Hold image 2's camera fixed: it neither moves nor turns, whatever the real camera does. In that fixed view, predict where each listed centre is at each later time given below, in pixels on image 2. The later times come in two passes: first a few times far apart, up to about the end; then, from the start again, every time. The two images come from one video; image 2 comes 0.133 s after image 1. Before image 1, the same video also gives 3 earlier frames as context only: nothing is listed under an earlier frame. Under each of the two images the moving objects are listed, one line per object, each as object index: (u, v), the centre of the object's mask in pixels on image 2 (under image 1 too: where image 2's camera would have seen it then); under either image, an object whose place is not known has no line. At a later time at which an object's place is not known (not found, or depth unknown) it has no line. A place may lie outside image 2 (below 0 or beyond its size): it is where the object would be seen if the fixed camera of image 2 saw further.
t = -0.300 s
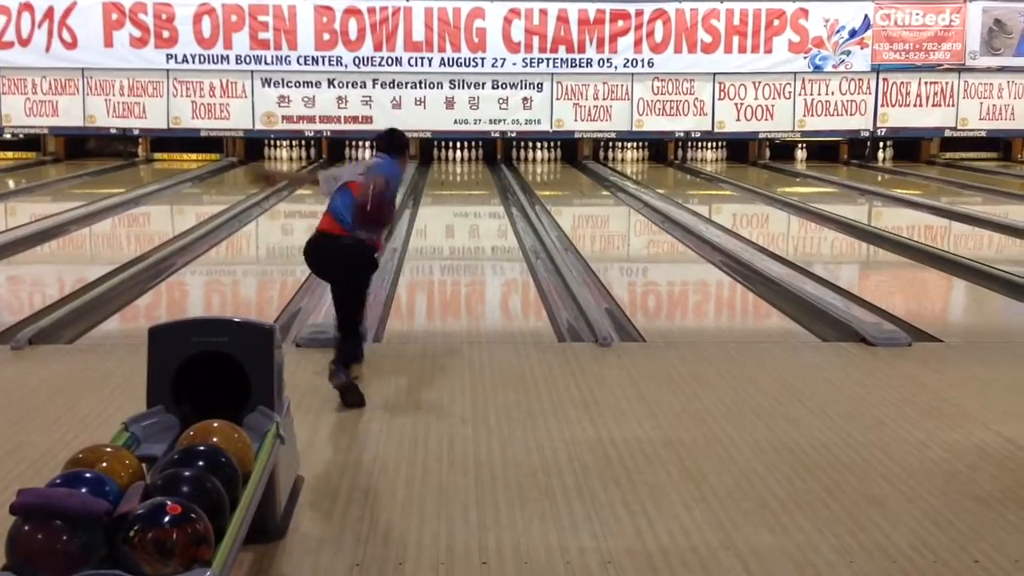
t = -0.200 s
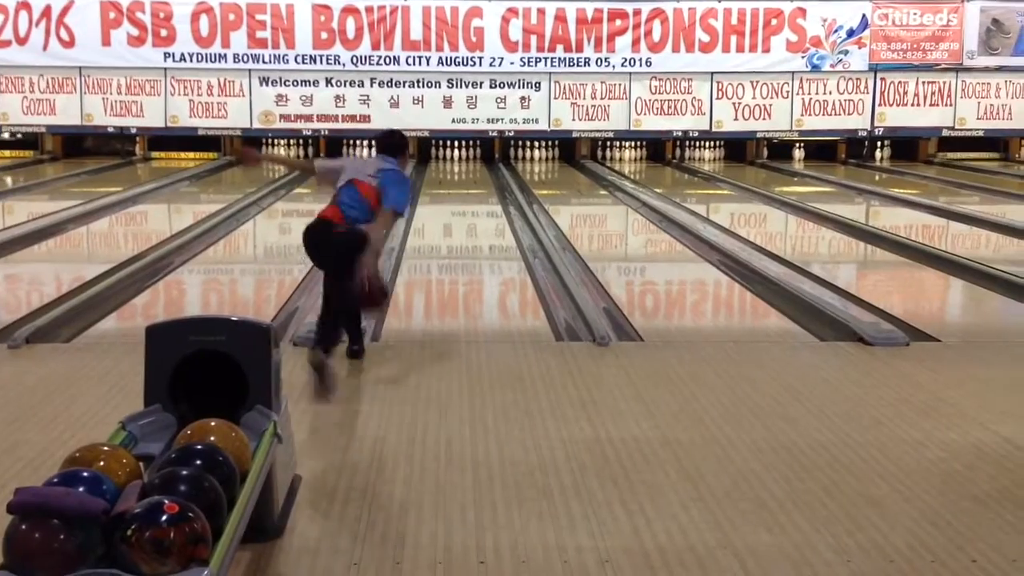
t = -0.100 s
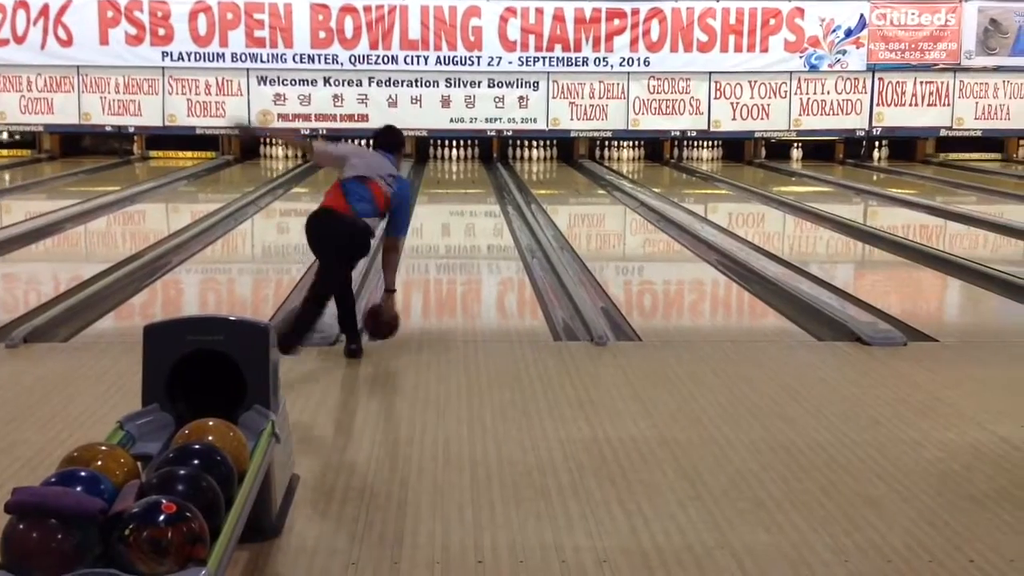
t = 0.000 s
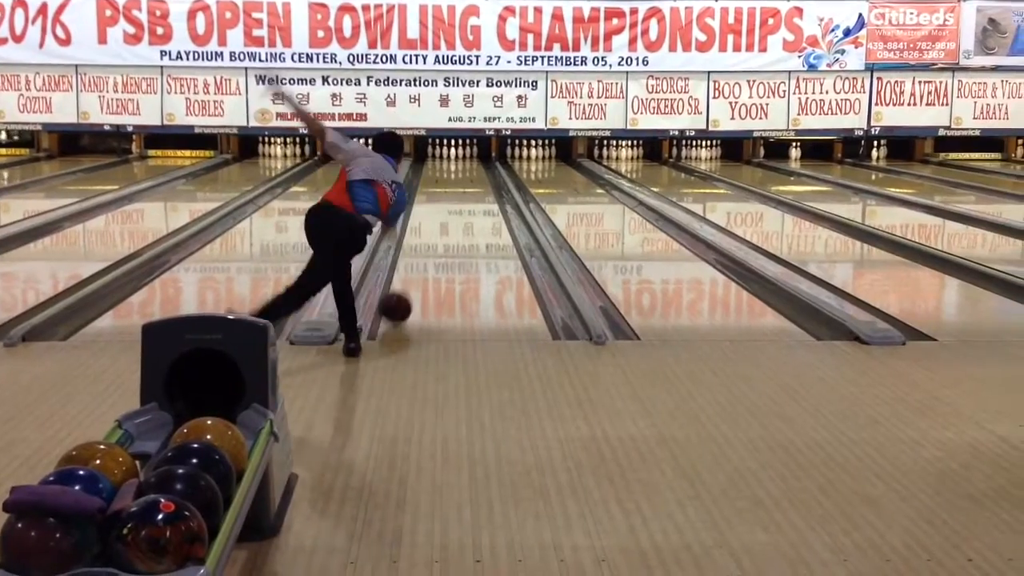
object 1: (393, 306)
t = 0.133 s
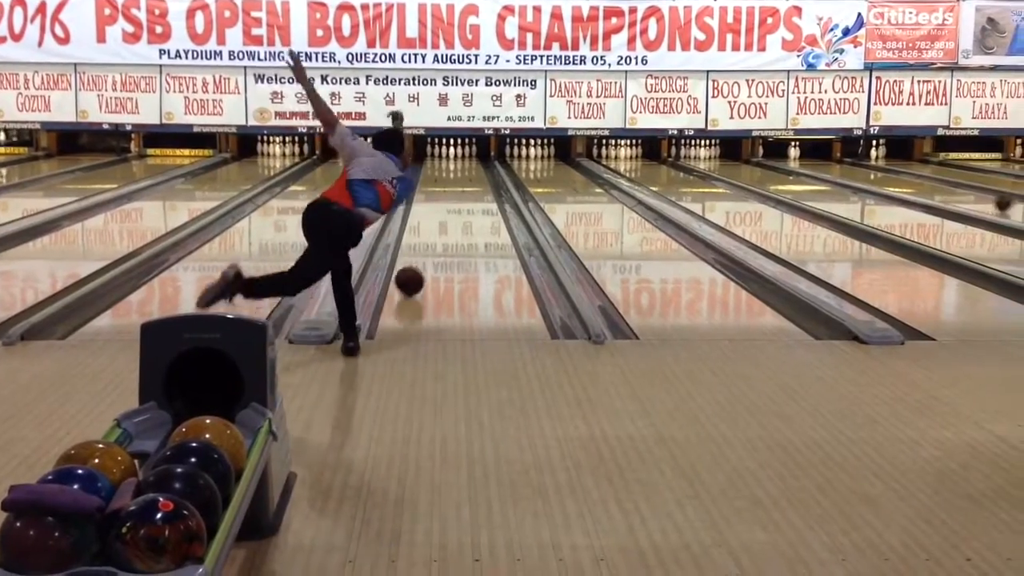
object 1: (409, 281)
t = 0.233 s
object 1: (418, 265)
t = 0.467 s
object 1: (434, 236)
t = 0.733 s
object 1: (447, 213)
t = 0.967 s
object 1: (454, 198)
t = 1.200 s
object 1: (460, 186)
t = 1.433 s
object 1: (463, 176)
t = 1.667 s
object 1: (464, 167)
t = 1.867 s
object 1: (463, 161)
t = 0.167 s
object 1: (412, 275)
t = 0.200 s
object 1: (415, 270)
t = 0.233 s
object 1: (418, 265)
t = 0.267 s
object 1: (421, 261)
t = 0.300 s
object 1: (423, 256)
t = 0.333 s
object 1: (426, 251)
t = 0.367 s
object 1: (428, 247)
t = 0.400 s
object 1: (430, 243)
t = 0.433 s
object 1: (432, 240)
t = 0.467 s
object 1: (434, 236)
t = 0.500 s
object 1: (436, 232)
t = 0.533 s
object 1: (438, 230)
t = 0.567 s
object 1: (440, 226)
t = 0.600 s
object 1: (441, 223)
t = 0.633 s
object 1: (443, 220)
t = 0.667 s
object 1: (444, 218)
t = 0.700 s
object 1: (446, 215)
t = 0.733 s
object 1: (447, 213)
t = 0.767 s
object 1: (448, 210)
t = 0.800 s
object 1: (449, 208)
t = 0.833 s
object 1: (450, 206)
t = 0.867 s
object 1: (451, 203)
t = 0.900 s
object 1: (452, 201)
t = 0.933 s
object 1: (454, 199)
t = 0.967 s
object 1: (454, 198)
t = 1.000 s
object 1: (455, 196)
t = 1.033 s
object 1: (456, 194)
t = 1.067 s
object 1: (457, 192)
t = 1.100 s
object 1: (457, 191)
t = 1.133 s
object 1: (458, 189)
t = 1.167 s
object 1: (459, 187)
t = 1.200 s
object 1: (460, 186)
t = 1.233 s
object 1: (460, 184)
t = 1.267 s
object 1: (461, 182)
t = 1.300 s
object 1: (461, 181)
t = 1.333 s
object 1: (462, 180)
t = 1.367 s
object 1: (462, 179)
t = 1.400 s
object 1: (462, 178)
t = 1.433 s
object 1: (463, 176)
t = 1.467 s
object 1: (463, 175)
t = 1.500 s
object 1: (463, 173)
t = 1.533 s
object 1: (464, 173)
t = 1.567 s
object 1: (463, 171)
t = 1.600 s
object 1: (464, 170)
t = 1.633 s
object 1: (464, 169)
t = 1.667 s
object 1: (464, 167)
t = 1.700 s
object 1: (464, 167)
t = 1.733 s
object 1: (464, 166)
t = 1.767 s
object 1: (463, 165)
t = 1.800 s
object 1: (464, 164)
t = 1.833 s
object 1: (464, 163)
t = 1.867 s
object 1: (463, 161)
